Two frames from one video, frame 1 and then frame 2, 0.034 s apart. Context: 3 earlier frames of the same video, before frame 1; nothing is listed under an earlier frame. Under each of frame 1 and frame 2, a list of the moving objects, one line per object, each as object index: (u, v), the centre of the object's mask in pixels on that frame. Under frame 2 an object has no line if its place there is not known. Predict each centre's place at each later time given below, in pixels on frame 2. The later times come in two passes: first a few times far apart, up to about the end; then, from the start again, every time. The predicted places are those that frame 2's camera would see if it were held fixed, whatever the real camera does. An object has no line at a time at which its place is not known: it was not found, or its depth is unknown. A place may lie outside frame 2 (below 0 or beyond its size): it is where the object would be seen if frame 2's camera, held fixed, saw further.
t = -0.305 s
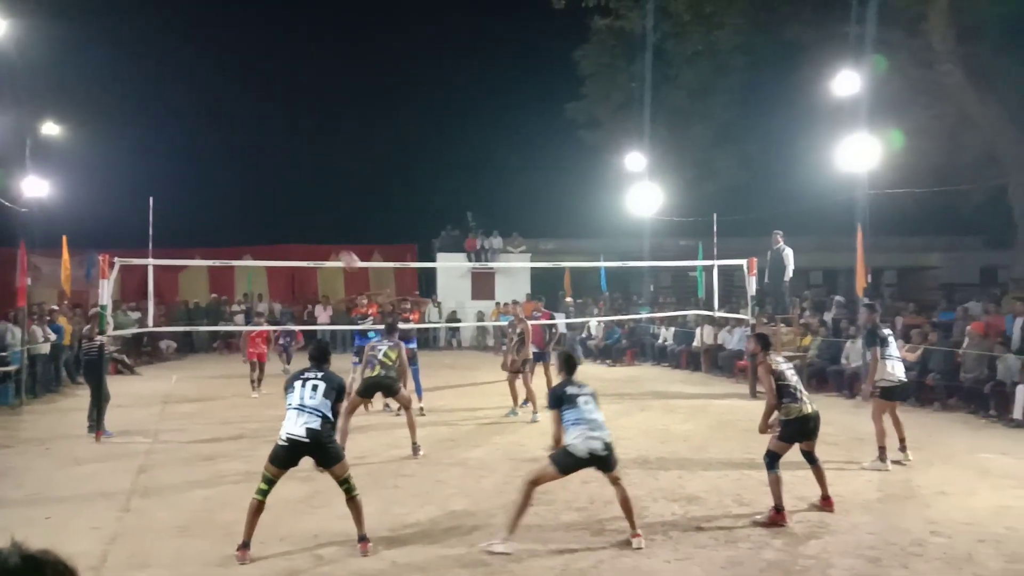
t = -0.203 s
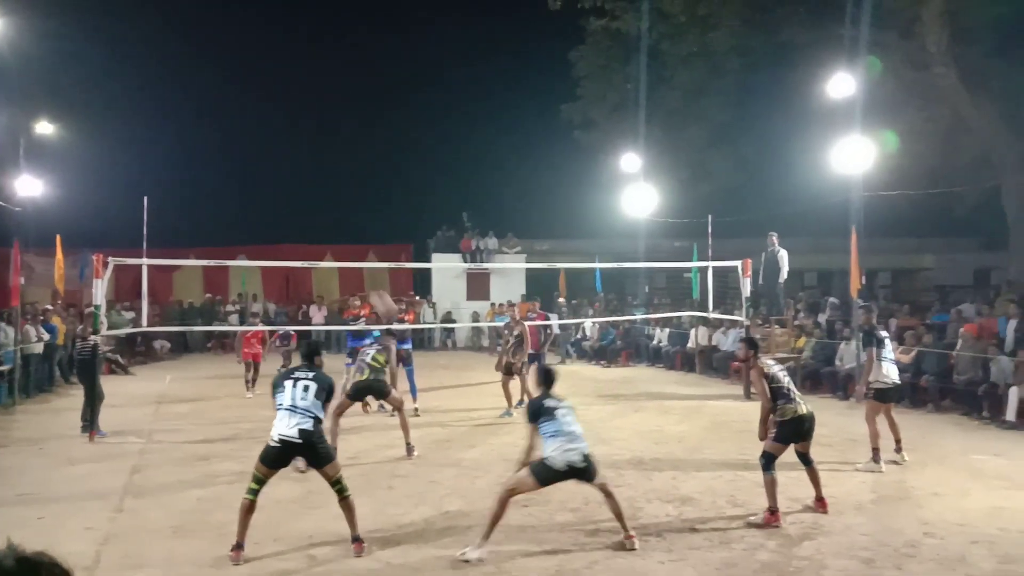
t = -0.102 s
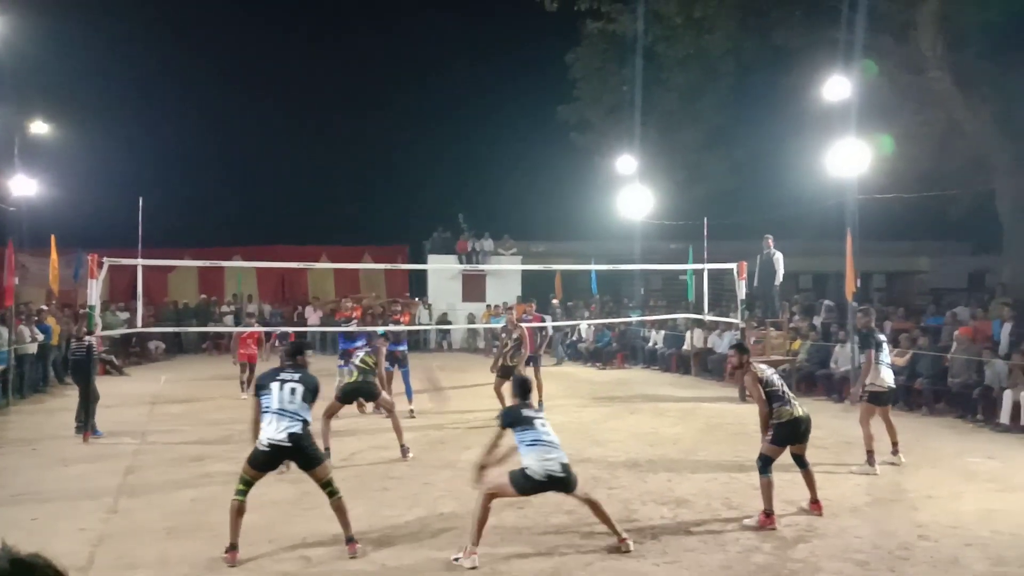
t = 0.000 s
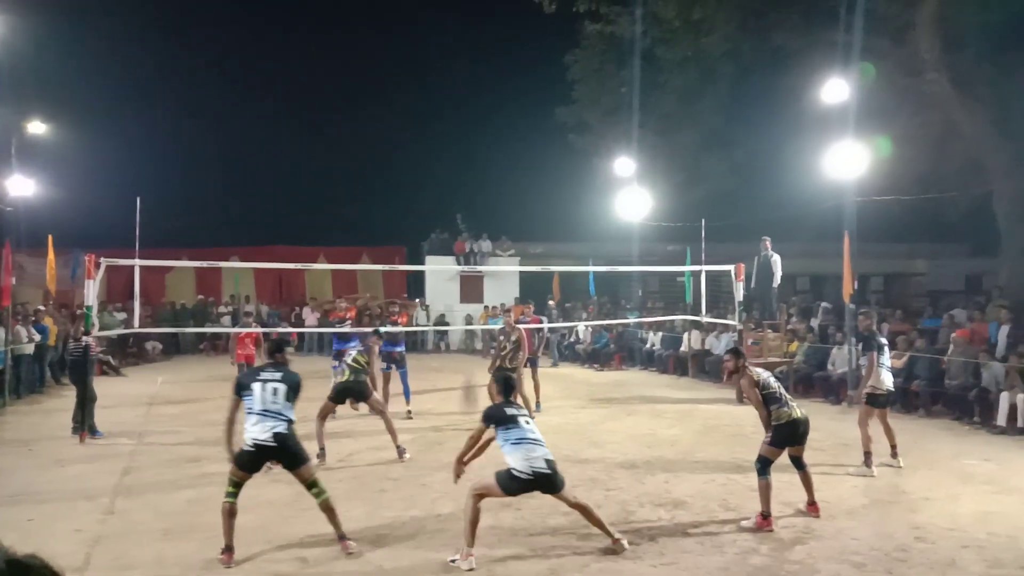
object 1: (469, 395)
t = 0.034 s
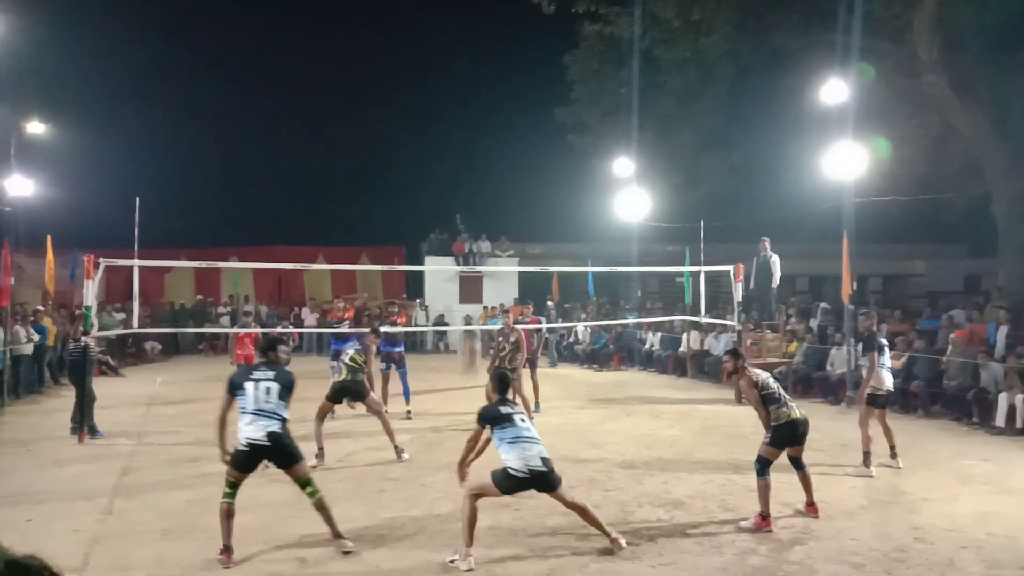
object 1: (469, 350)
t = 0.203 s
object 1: (474, 214)
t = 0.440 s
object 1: (483, 86)
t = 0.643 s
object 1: (491, 33)
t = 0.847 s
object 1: (500, 21)
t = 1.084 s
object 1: (509, 55)
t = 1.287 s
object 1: (517, 117)
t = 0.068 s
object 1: (471, 327)
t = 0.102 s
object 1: (469, 287)
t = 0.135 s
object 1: (471, 259)
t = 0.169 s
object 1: (472, 237)
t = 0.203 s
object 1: (474, 214)
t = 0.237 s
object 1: (475, 192)
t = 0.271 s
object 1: (476, 170)
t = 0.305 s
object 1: (477, 150)
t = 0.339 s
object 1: (479, 131)
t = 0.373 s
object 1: (480, 115)
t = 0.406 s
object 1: (481, 100)
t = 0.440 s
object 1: (483, 86)
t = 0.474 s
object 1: (484, 74)
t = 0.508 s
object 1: (485, 63)
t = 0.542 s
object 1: (486, 54)
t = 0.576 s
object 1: (488, 45)
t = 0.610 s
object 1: (490, 38)
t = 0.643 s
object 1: (491, 33)
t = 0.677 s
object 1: (492, 28)
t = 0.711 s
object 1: (494, 24)
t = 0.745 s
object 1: (496, 21)
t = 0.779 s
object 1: (497, 20)
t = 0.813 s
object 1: (498, 20)
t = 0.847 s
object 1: (500, 21)
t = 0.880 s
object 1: (501, 23)
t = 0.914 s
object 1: (503, 26)
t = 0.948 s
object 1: (504, 30)
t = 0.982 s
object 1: (505, 34)
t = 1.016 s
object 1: (507, 40)
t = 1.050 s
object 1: (508, 47)
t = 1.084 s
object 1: (509, 55)
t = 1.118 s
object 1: (510, 63)
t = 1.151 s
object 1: (512, 72)
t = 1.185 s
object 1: (513, 83)
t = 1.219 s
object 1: (514, 93)
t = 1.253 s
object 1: (515, 105)
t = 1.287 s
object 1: (517, 117)
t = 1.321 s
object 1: (518, 130)
